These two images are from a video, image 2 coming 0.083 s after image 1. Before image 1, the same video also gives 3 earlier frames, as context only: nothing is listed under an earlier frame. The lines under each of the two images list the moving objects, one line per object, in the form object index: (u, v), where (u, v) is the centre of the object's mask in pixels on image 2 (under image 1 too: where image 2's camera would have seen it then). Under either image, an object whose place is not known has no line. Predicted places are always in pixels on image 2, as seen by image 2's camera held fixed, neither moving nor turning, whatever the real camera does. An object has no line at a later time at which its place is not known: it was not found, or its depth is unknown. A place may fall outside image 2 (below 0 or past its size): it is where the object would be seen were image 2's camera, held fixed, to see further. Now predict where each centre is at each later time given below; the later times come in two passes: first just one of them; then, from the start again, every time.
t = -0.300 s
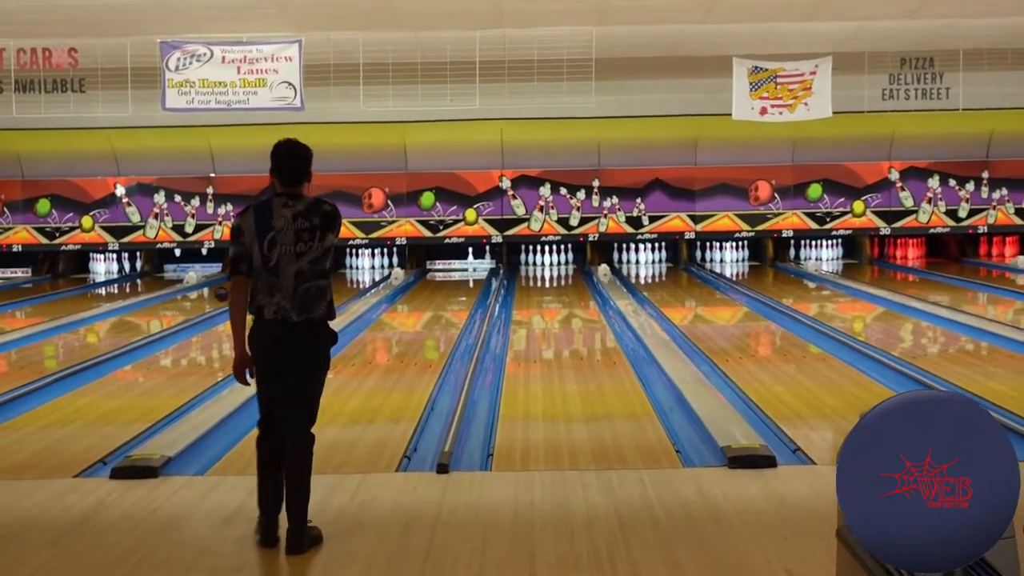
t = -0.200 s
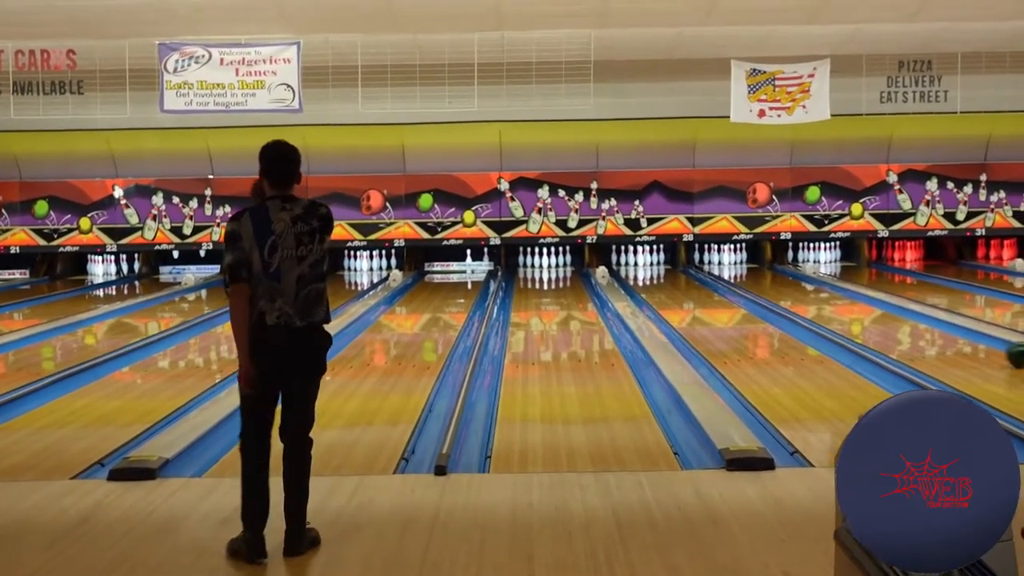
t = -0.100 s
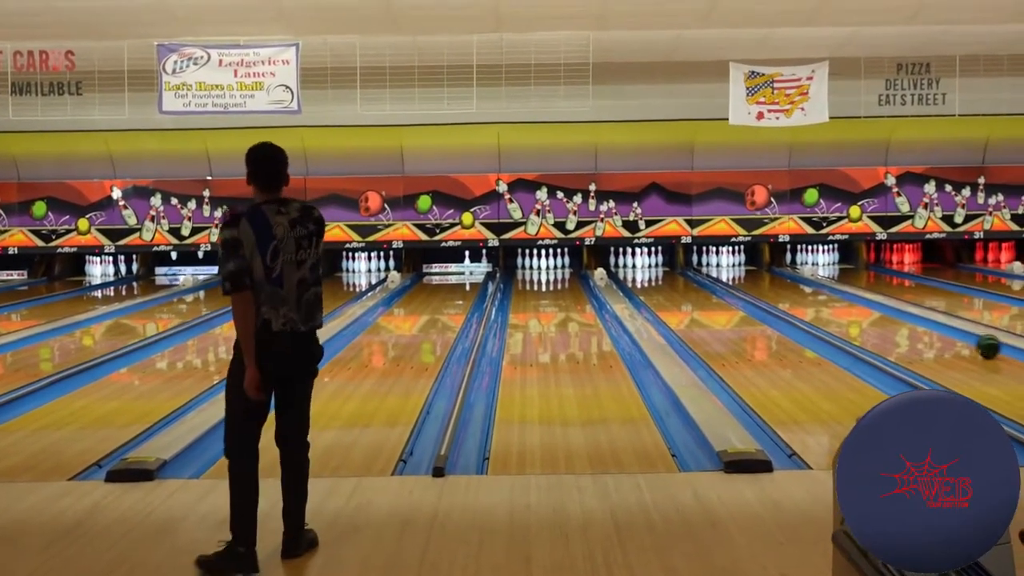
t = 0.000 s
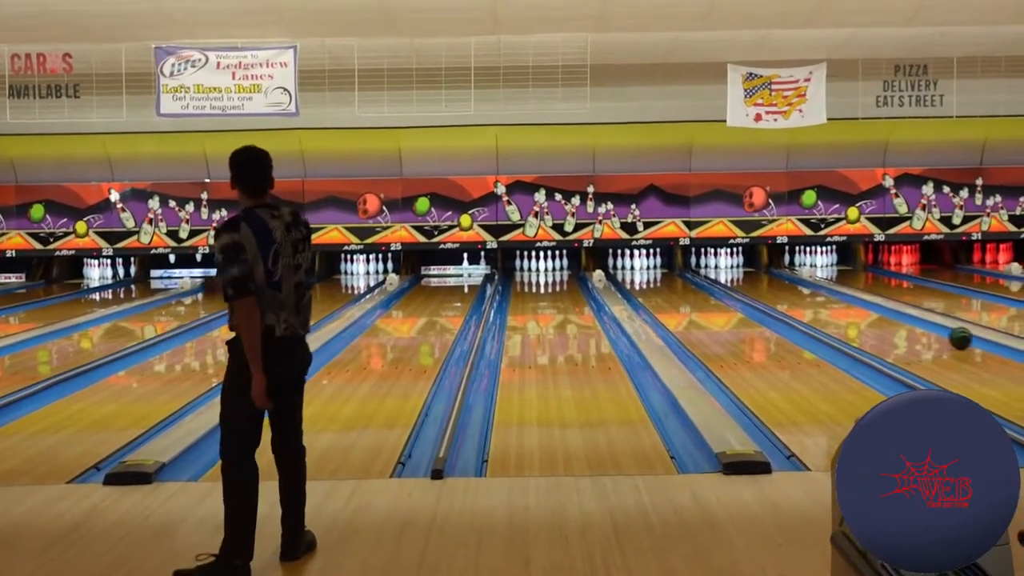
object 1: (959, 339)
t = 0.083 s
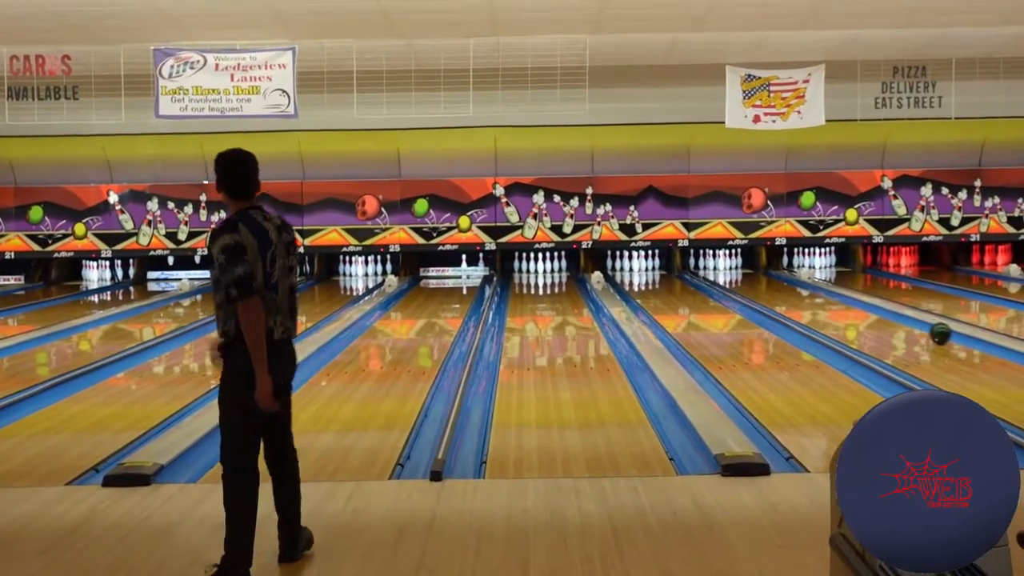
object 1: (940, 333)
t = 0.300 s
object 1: (896, 318)
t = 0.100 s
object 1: (936, 332)
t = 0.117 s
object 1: (933, 331)
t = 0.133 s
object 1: (929, 330)
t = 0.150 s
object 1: (926, 328)
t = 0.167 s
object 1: (922, 327)
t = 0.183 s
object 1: (919, 326)
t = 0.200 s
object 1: (916, 325)
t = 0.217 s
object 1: (913, 323)
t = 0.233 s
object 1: (910, 323)
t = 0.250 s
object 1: (906, 321)
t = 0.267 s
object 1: (903, 320)
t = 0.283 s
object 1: (899, 319)
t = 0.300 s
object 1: (896, 318)
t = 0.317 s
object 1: (893, 317)
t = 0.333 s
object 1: (890, 315)
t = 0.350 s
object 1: (888, 315)
